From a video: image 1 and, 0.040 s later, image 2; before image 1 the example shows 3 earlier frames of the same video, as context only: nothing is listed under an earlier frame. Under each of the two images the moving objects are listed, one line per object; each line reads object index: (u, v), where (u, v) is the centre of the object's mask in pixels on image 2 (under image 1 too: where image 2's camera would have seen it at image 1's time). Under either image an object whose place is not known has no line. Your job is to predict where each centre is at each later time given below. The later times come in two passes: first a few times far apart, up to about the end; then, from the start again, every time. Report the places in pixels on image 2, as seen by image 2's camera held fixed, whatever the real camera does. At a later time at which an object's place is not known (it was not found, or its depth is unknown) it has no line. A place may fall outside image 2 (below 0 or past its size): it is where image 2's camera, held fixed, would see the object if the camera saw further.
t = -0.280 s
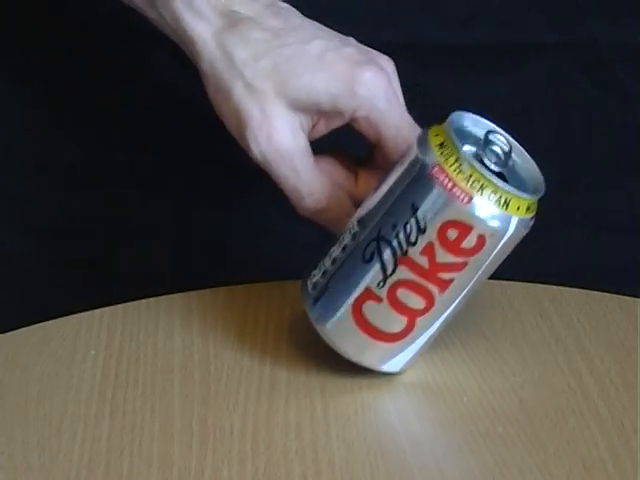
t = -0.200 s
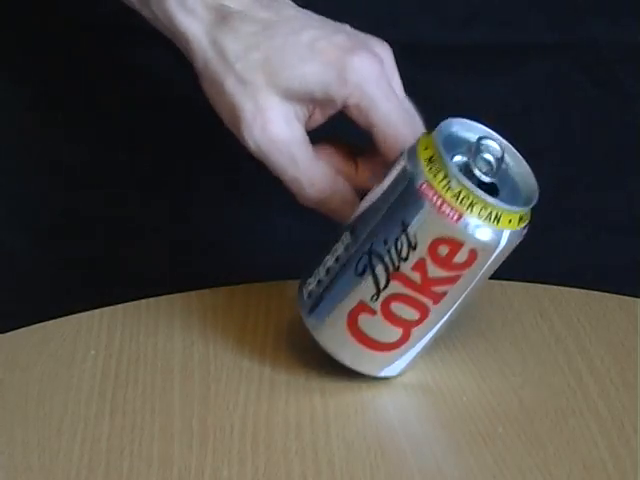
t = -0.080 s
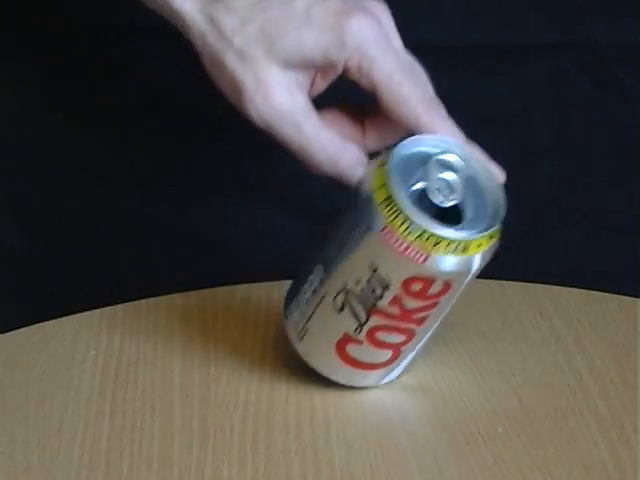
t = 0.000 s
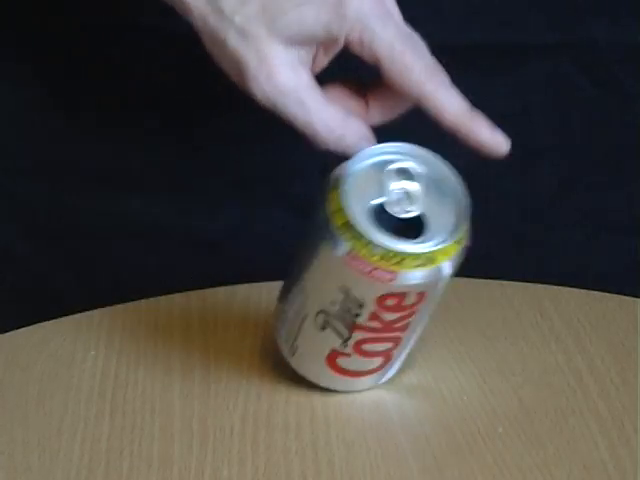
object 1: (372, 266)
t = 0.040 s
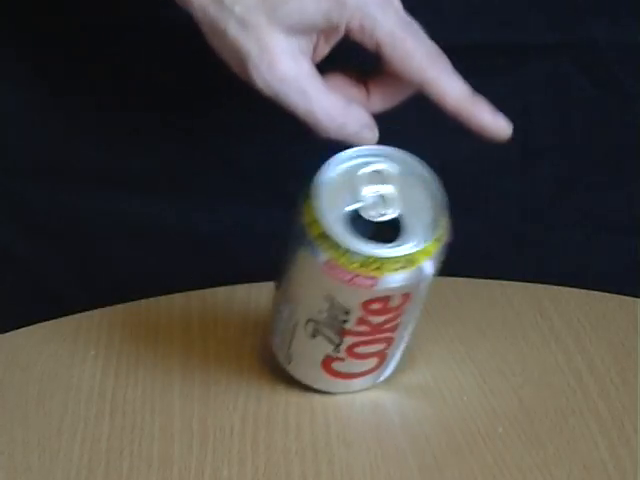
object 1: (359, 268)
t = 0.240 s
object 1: (273, 268)
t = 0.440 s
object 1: (223, 252)
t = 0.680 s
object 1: (230, 228)
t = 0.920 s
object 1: (257, 212)
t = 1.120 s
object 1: (266, 209)
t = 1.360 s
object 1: (253, 213)
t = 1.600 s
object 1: (229, 227)
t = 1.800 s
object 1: (219, 243)
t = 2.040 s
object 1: (237, 261)
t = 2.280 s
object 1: (277, 269)
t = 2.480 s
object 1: (303, 271)
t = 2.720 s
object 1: (309, 271)
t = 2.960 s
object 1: (288, 270)
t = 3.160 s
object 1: (263, 267)
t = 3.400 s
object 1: (236, 260)
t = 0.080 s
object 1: (342, 269)
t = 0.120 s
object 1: (323, 271)
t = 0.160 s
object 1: (304, 270)
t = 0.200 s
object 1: (287, 270)
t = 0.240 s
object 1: (273, 268)
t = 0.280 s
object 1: (259, 267)
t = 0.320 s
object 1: (246, 264)
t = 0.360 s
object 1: (237, 260)
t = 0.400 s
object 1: (227, 257)
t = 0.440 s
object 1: (223, 252)
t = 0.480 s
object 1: (219, 248)
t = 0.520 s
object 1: (219, 243)
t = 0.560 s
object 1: (219, 240)
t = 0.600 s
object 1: (222, 235)
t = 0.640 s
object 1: (226, 231)
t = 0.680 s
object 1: (230, 228)
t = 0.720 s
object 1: (234, 224)
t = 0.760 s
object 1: (239, 220)
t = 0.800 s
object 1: (244, 217)
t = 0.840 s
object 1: (248, 215)
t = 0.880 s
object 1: (253, 213)
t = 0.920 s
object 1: (257, 212)
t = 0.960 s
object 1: (260, 211)
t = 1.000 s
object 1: (262, 210)
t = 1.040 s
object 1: (264, 210)
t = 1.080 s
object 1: (265, 209)
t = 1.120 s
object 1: (266, 209)
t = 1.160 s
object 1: (265, 210)
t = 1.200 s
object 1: (264, 210)
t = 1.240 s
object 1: (262, 210)
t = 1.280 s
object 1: (259, 211)
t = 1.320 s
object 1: (257, 212)
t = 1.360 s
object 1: (253, 213)
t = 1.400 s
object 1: (249, 214)
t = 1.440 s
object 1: (245, 216)
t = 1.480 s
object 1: (240, 218)
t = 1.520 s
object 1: (236, 221)
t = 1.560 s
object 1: (233, 224)
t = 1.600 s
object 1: (229, 227)
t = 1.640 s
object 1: (226, 231)
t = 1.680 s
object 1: (223, 234)
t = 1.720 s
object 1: (221, 237)
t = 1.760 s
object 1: (219, 240)
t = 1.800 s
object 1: (219, 243)
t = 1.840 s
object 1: (219, 246)
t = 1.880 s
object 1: (220, 249)
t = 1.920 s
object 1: (223, 252)
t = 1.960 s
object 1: (227, 255)
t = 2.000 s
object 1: (231, 258)
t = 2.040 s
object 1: (237, 261)
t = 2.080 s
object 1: (243, 263)
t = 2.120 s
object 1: (250, 265)
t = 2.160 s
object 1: (256, 266)
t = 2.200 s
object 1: (263, 267)
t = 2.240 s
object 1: (270, 268)
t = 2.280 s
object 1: (277, 269)
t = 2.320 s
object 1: (283, 270)
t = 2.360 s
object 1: (289, 270)
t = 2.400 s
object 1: (295, 270)
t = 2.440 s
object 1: (299, 271)
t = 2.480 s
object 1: (303, 271)
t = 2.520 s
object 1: (306, 271)
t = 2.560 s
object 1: (309, 271)
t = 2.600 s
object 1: (310, 271)
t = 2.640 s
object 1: (310, 271)
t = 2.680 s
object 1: (310, 271)
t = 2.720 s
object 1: (309, 271)
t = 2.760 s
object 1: (306, 271)
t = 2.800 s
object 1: (304, 271)
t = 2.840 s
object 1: (301, 271)
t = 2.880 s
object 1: (297, 271)
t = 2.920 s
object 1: (293, 270)
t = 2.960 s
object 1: (288, 270)
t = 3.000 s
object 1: (283, 270)
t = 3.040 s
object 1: (279, 269)
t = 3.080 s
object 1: (273, 269)
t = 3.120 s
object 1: (268, 268)
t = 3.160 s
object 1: (263, 267)
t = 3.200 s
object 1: (258, 267)
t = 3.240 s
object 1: (253, 266)
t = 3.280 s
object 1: (248, 264)
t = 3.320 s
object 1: (244, 263)
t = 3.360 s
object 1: (240, 262)
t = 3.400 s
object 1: (236, 260)
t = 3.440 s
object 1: (233, 259)
